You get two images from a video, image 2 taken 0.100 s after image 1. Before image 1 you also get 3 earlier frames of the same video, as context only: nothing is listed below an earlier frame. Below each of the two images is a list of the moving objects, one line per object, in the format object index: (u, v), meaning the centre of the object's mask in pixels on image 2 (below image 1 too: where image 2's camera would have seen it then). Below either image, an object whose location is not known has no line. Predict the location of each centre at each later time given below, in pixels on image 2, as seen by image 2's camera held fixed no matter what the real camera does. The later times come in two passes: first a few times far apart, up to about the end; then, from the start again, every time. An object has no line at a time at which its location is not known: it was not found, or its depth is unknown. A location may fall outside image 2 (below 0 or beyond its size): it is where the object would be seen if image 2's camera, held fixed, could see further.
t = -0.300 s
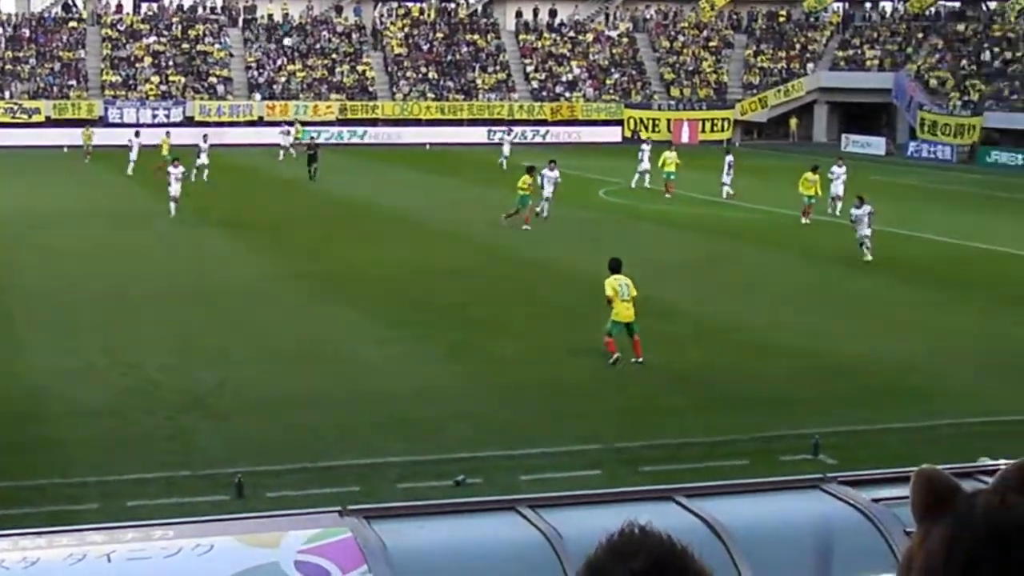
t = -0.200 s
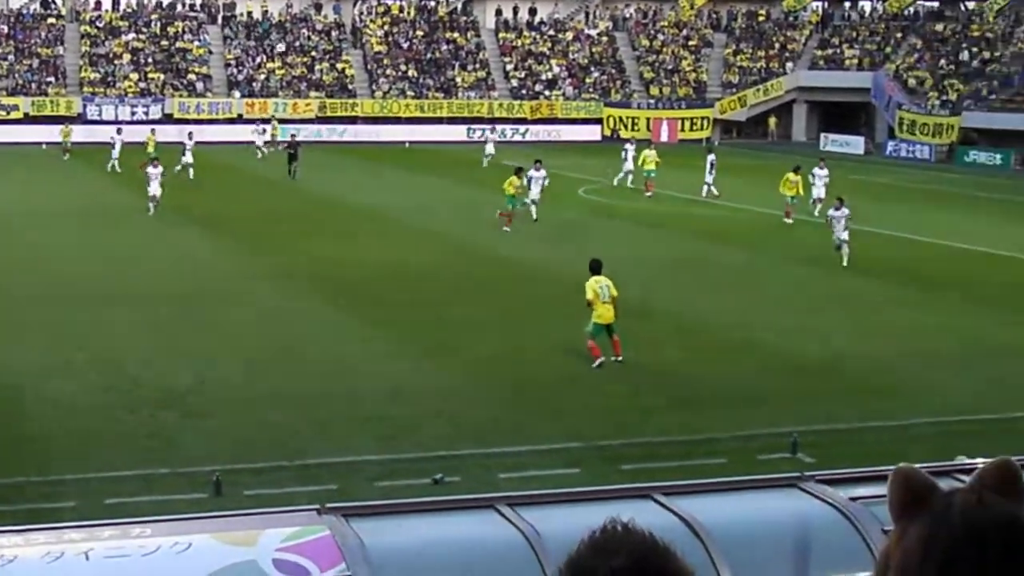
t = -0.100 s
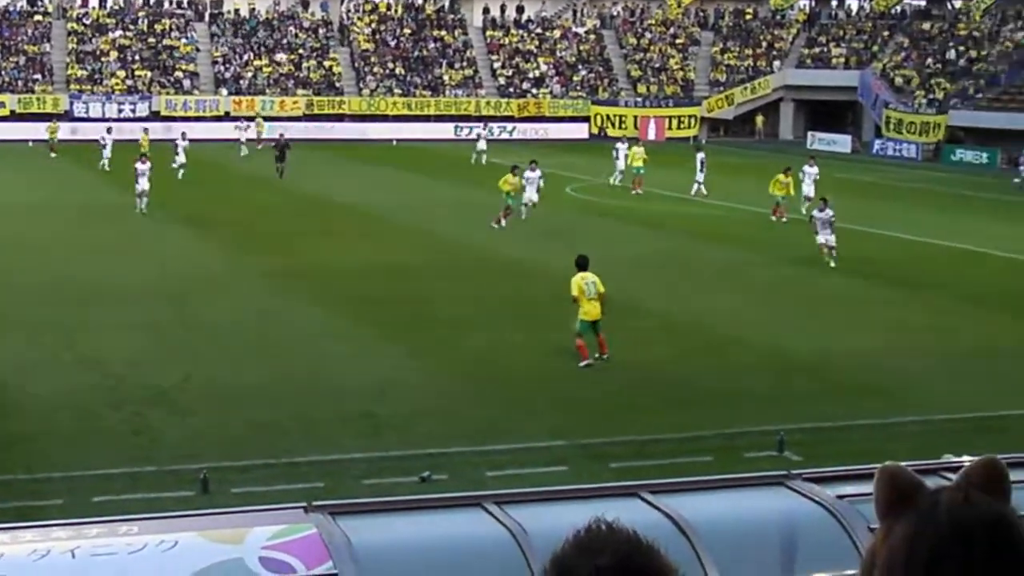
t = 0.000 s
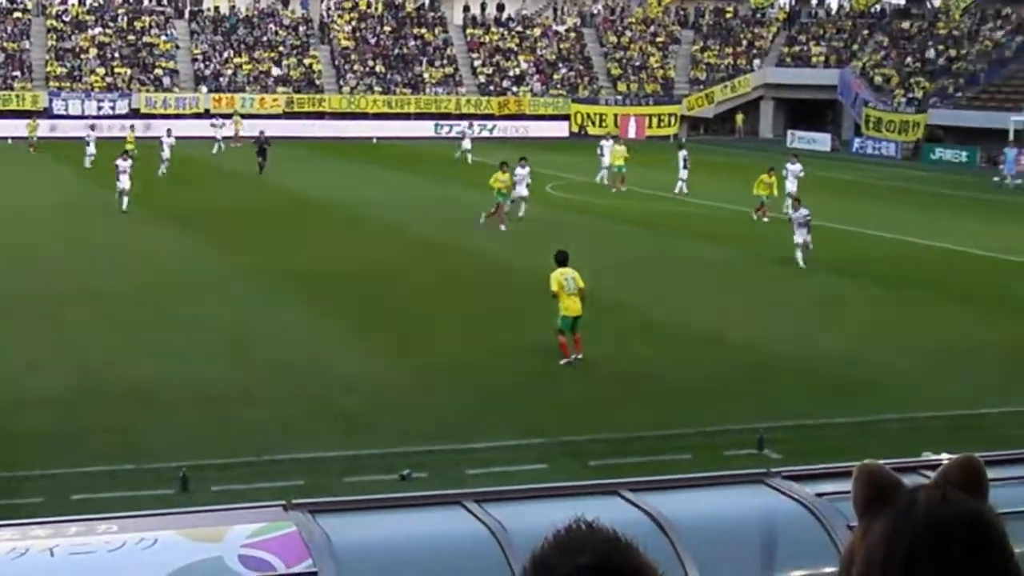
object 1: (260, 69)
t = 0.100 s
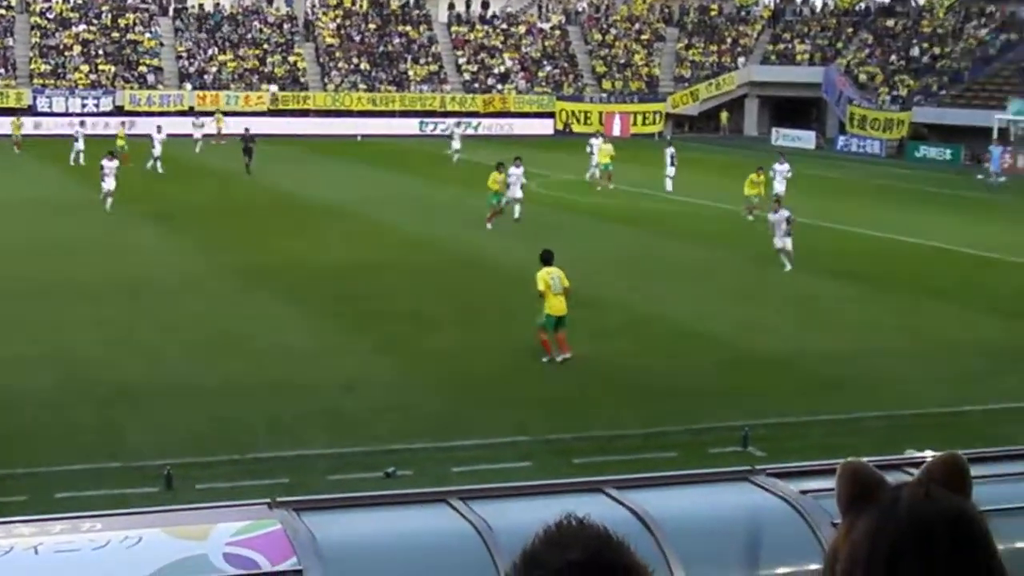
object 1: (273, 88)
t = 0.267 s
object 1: (296, 135)
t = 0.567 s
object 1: (340, 247)
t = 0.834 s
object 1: (373, 255)
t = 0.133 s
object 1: (277, 97)
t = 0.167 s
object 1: (282, 105)
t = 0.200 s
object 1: (287, 114)
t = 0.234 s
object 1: (291, 126)
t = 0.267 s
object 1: (296, 135)
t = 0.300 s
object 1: (301, 143)
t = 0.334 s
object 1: (306, 154)
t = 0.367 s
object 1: (311, 164)
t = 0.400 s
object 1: (315, 176)
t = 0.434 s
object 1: (320, 189)
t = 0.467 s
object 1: (325, 203)
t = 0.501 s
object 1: (330, 216)
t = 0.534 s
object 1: (335, 231)
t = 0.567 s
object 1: (340, 247)
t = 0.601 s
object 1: (345, 262)
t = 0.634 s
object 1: (350, 279)
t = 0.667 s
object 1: (355, 295)
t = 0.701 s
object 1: (359, 287)
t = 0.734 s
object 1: (363, 278)
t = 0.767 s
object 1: (366, 270)
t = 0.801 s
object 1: (369, 262)
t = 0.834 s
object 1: (373, 255)
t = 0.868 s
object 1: (377, 248)
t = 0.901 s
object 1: (380, 242)
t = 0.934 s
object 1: (384, 236)
